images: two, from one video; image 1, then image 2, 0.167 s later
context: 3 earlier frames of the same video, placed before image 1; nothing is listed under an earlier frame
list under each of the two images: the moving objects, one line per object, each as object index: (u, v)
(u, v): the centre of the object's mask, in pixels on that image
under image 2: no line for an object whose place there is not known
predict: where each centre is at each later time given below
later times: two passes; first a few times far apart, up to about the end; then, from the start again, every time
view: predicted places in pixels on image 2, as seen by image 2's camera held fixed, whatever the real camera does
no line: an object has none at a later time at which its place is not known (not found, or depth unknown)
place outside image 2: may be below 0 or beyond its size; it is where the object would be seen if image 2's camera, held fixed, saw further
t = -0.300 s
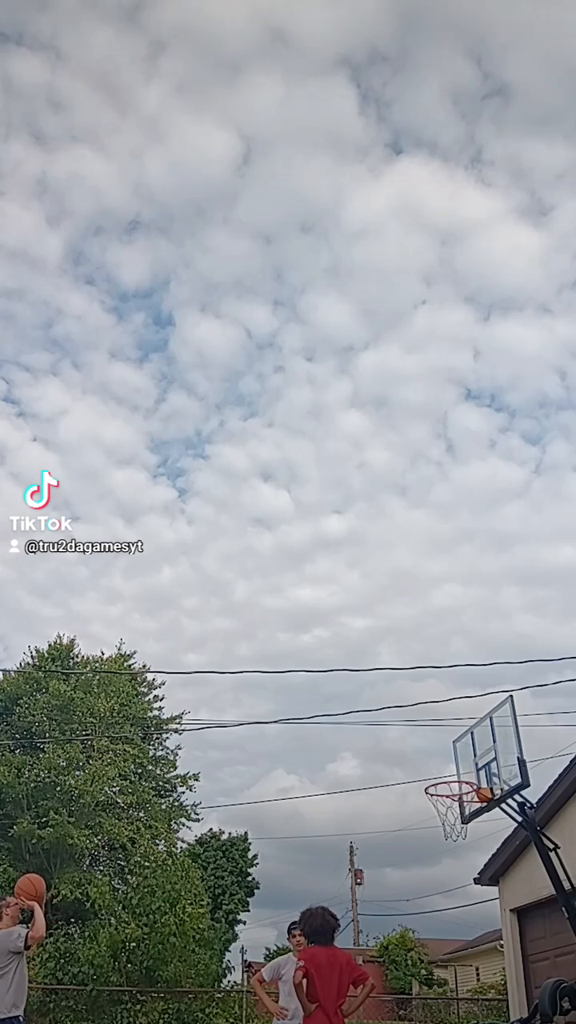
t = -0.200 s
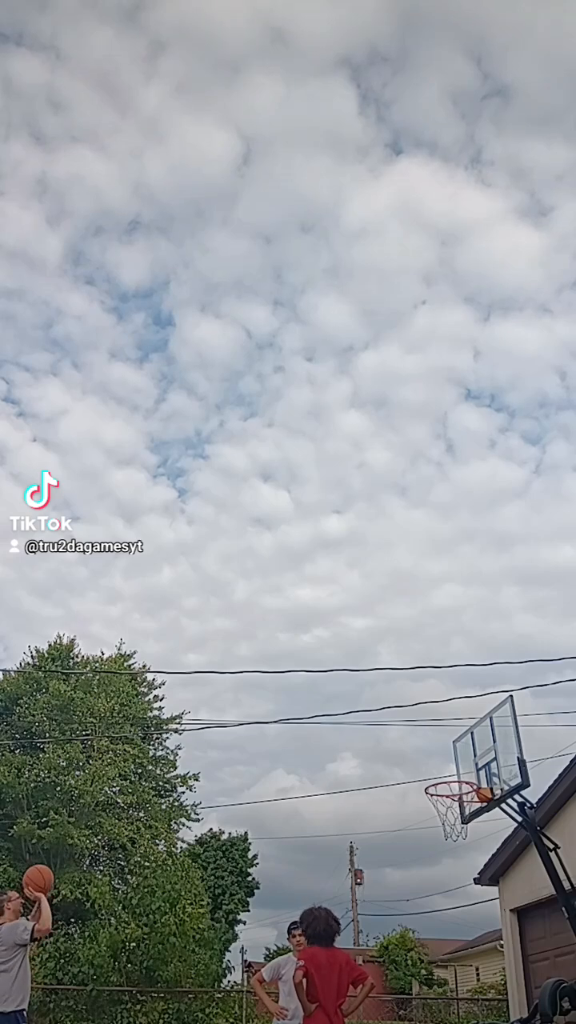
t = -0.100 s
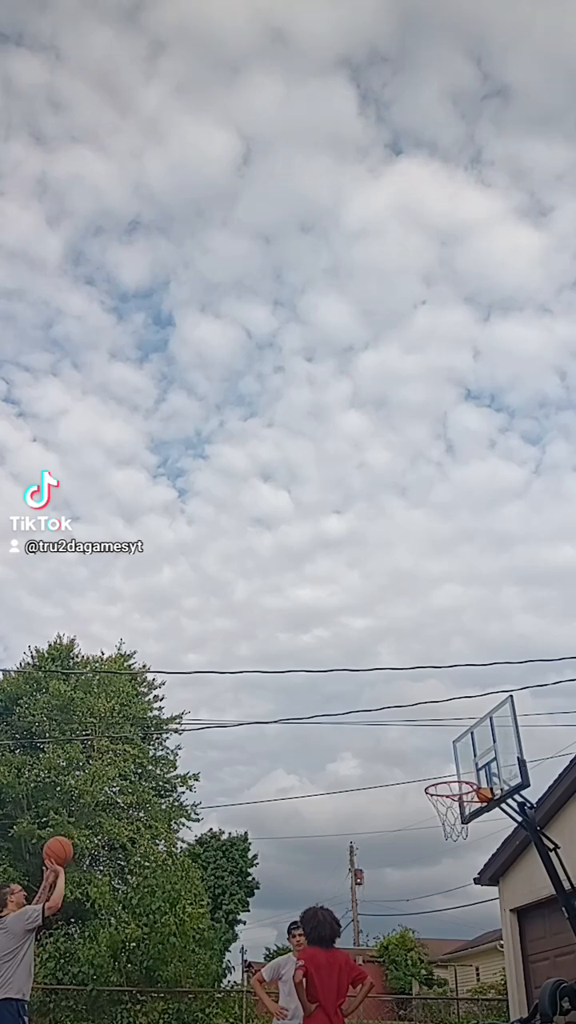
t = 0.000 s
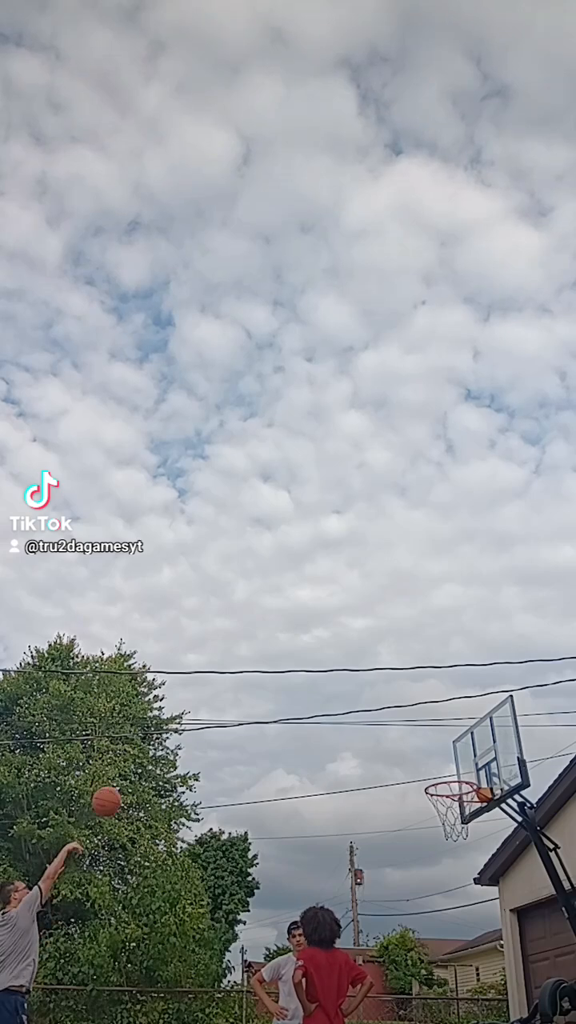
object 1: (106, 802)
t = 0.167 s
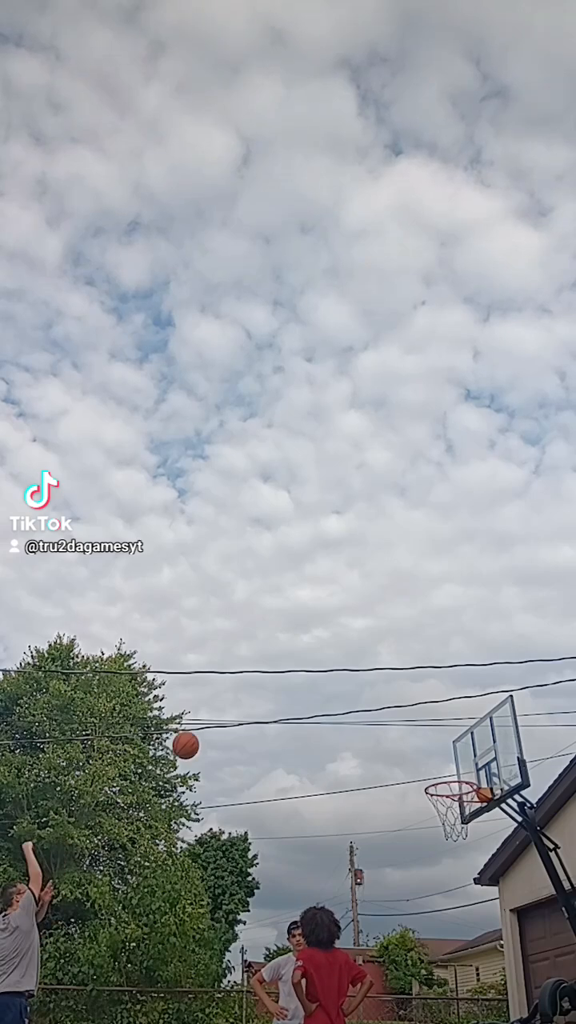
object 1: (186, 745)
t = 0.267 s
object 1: (229, 728)
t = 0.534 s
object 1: (335, 734)
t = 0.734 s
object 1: (414, 786)
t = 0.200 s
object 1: (200, 738)
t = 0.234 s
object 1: (214, 732)
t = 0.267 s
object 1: (229, 728)
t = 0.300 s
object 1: (242, 725)
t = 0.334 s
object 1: (256, 723)
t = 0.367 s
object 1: (269, 722)
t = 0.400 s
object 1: (282, 722)
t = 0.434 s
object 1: (296, 724)
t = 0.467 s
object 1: (309, 726)
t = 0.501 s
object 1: (322, 729)
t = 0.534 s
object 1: (335, 734)
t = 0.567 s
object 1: (348, 740)
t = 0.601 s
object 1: (361, 747)
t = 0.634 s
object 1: (374, 755)
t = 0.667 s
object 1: (387, 764)
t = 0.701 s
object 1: (401, 775)
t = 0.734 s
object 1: (414, 786)
